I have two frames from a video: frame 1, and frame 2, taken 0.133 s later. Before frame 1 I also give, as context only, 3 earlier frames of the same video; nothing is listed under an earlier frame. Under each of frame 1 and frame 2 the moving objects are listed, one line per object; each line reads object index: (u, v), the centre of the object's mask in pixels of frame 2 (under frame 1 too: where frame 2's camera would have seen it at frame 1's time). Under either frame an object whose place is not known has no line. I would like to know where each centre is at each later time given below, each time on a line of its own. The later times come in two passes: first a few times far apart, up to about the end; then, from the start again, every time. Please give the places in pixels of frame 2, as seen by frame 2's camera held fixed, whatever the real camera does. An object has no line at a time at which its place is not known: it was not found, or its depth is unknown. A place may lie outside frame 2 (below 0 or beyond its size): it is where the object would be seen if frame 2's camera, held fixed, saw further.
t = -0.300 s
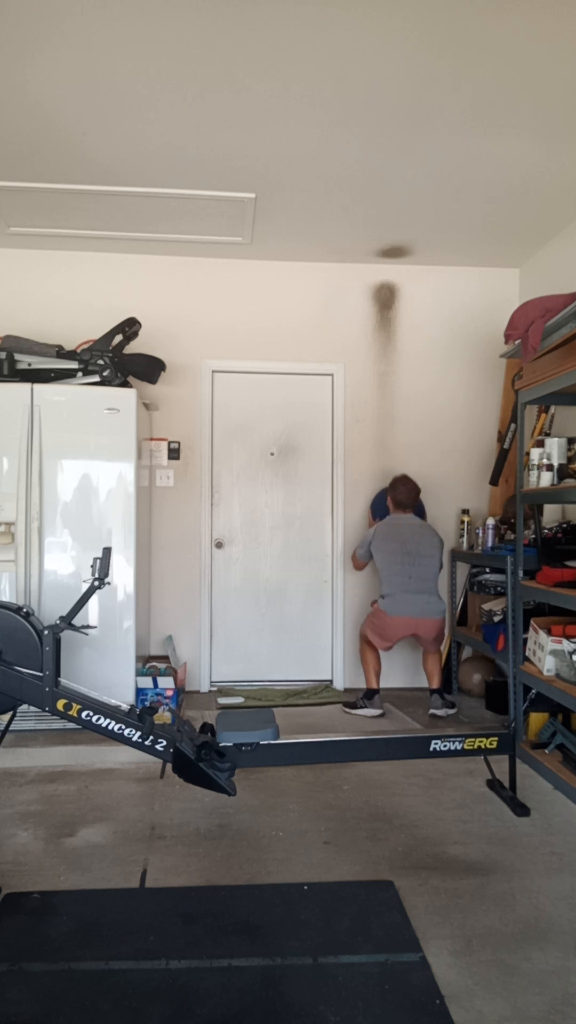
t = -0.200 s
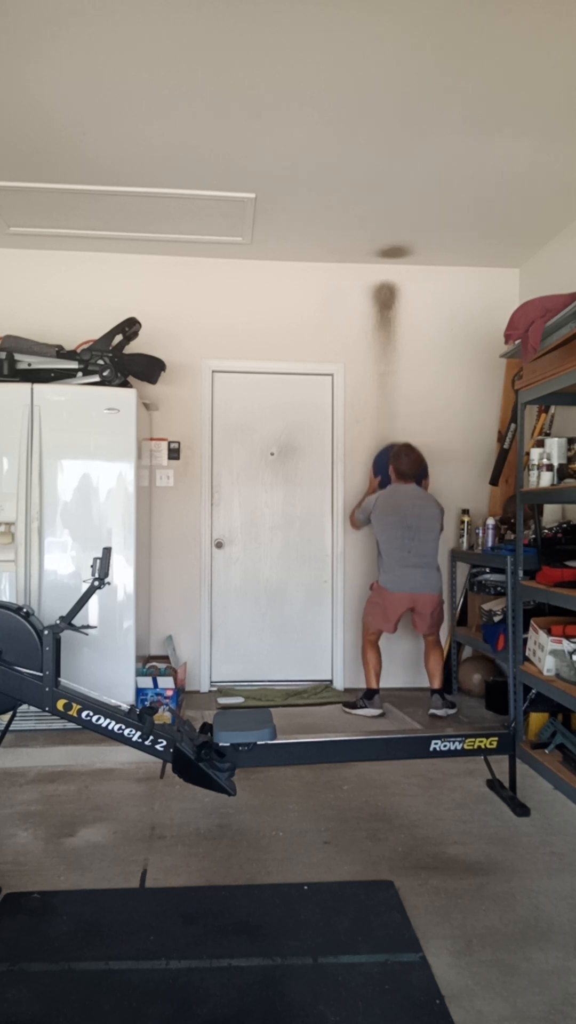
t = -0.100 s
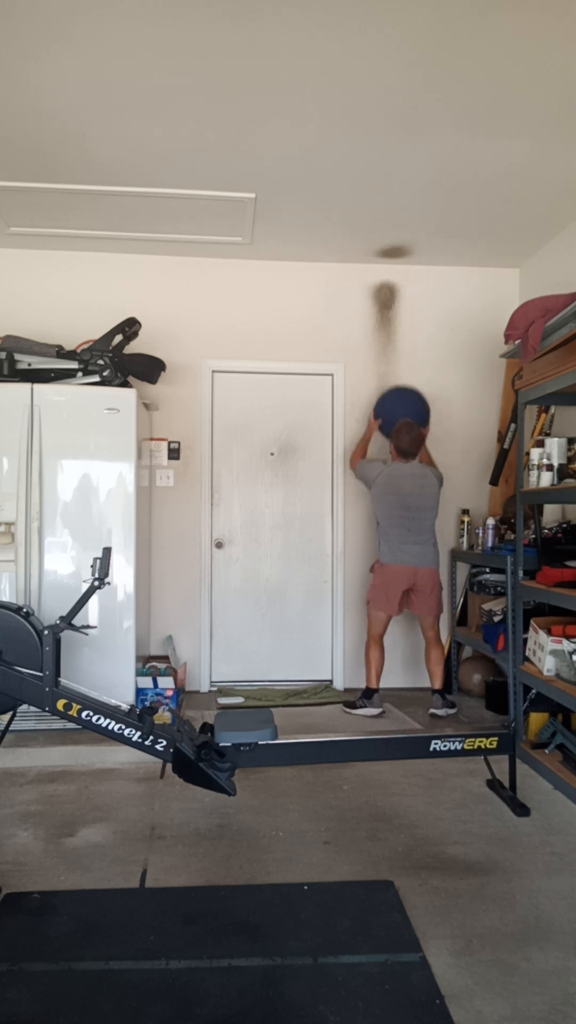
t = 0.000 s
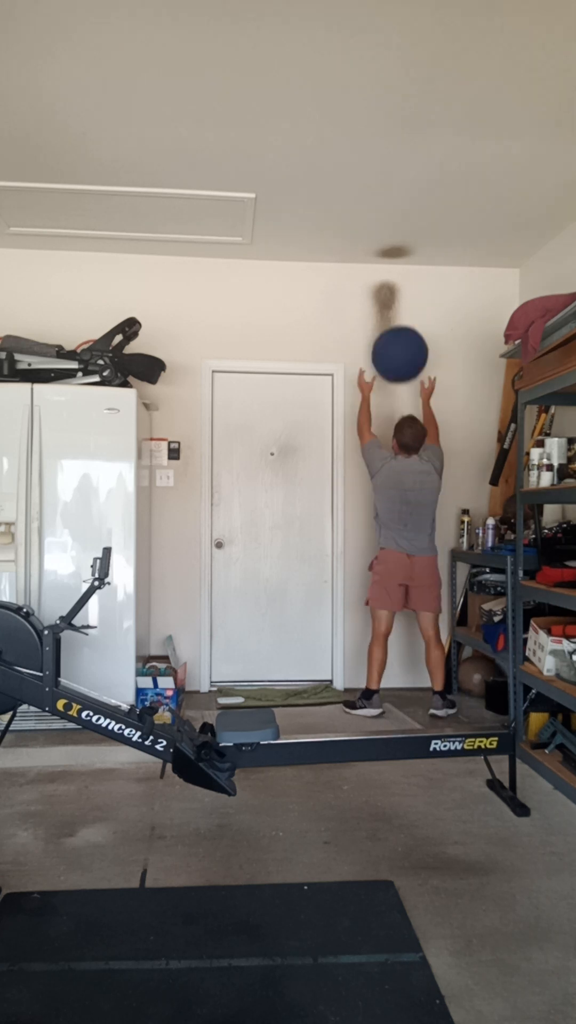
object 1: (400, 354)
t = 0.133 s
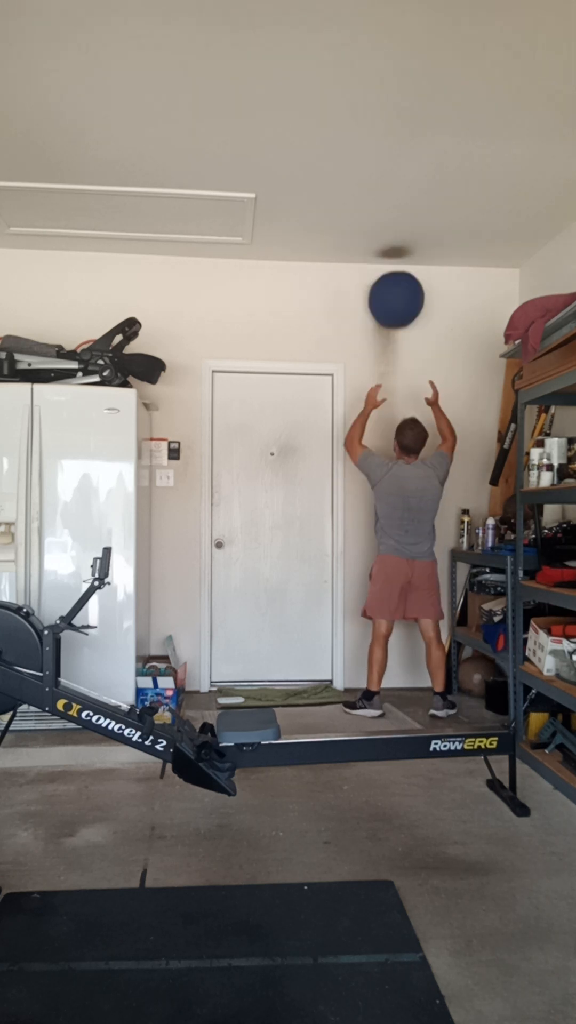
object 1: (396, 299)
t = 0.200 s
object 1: (394, 283)
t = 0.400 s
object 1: (395, 306)
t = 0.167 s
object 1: (395, 291)
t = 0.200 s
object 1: (394, 283)
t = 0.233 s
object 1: (394, 279)
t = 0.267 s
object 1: (394, 280)
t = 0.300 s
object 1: (394, 284)
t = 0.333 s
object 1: (395, 290)
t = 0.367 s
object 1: (395, 297)
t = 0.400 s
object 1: (395, 306)
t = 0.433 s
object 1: (395, 317)
